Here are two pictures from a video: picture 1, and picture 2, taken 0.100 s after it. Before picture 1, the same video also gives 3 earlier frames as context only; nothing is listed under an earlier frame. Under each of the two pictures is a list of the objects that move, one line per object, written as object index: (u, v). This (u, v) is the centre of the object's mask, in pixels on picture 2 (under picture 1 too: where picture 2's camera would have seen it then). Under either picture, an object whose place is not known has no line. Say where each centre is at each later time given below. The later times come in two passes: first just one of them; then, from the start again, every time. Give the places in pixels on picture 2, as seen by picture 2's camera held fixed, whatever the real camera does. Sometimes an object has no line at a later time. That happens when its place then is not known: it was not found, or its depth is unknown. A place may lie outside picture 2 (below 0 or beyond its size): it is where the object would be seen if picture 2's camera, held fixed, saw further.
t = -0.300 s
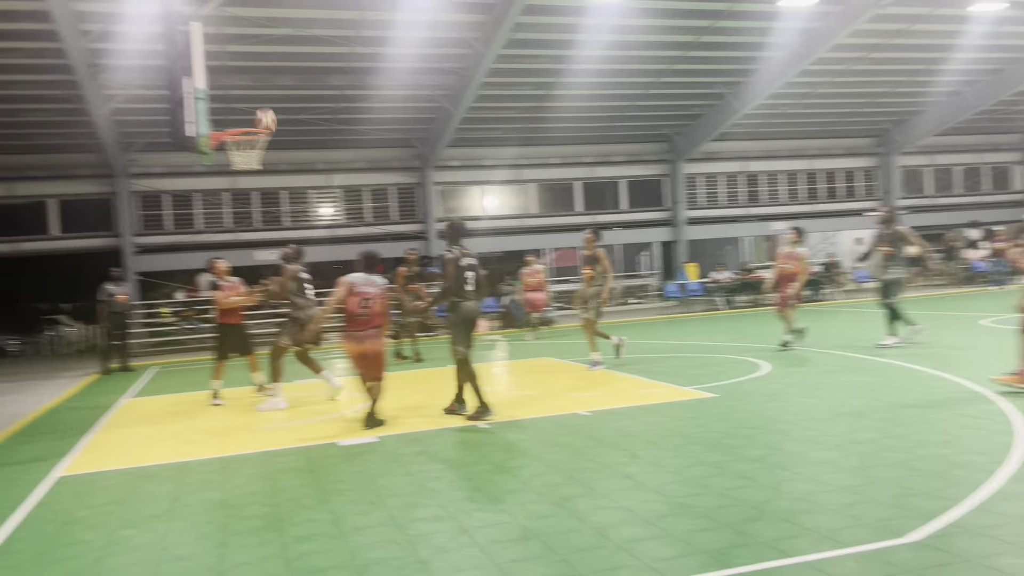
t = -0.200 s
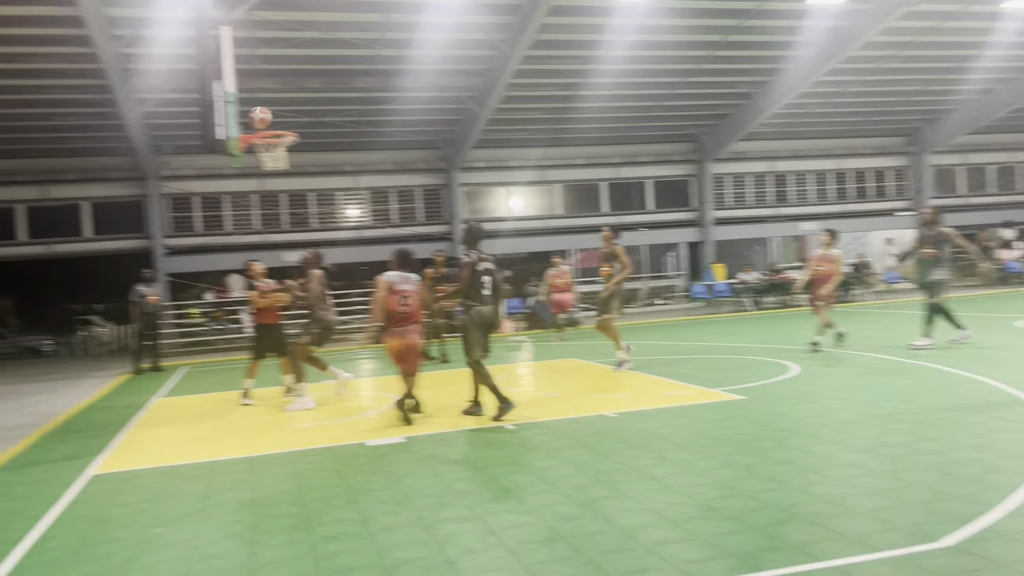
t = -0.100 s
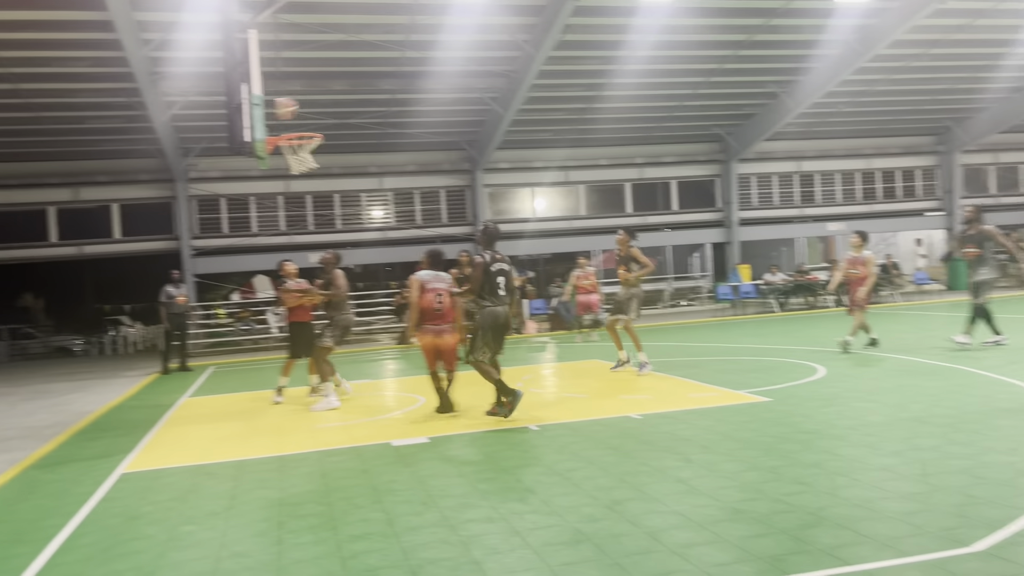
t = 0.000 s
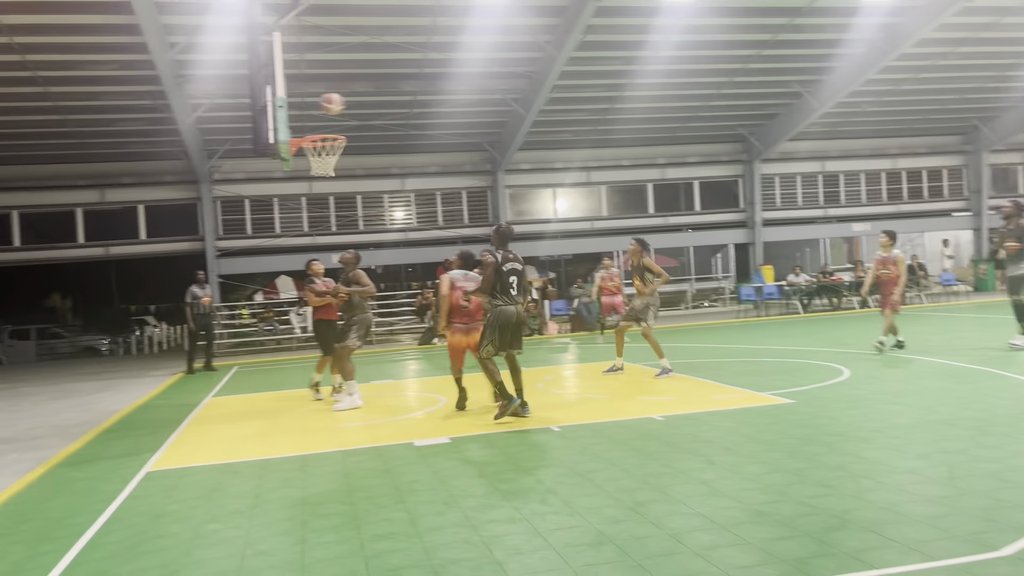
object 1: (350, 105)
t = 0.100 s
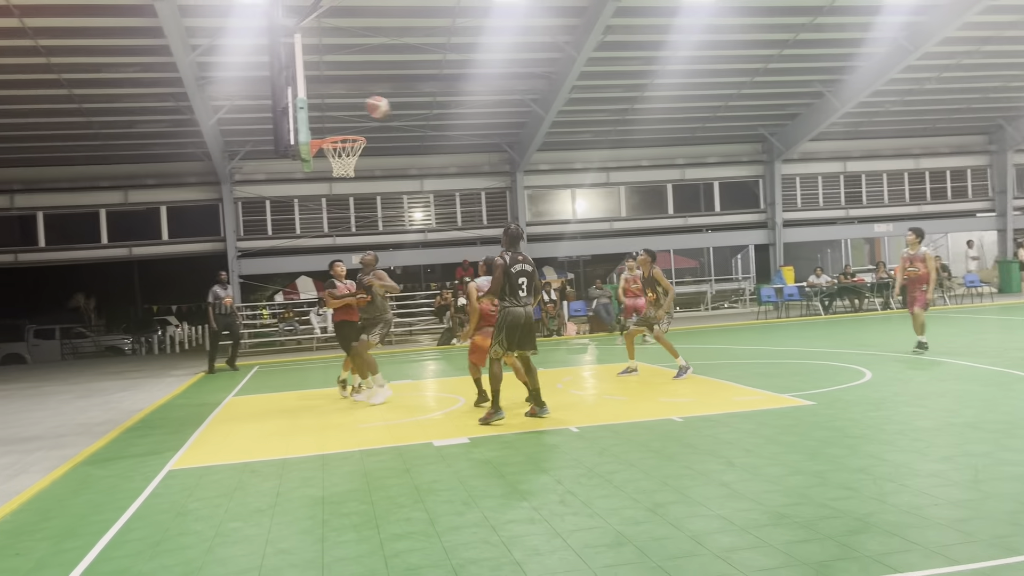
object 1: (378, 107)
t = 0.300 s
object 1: (431, 135)
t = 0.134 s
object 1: (386, 109)
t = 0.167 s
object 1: (395, 112)
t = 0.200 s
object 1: (405, 117)
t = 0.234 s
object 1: (414, 122)
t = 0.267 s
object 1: (423, 128)
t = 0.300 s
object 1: (431, 135)
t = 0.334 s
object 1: (439, 143)
